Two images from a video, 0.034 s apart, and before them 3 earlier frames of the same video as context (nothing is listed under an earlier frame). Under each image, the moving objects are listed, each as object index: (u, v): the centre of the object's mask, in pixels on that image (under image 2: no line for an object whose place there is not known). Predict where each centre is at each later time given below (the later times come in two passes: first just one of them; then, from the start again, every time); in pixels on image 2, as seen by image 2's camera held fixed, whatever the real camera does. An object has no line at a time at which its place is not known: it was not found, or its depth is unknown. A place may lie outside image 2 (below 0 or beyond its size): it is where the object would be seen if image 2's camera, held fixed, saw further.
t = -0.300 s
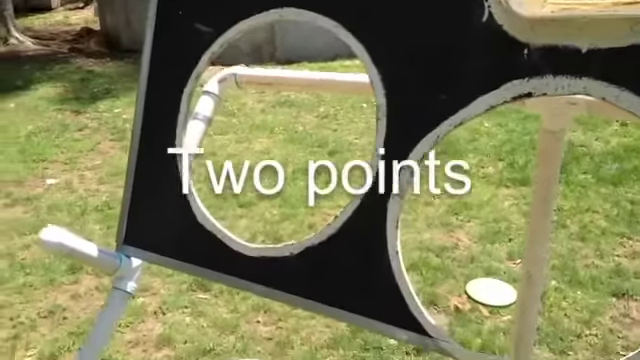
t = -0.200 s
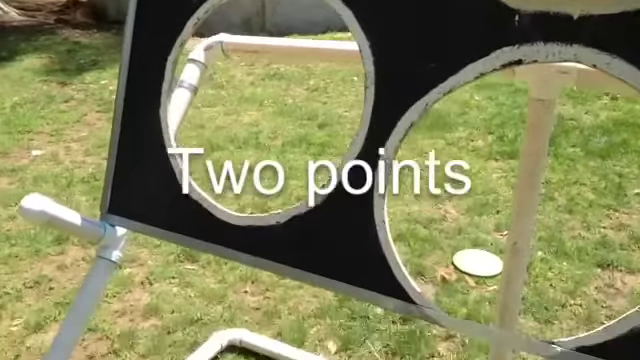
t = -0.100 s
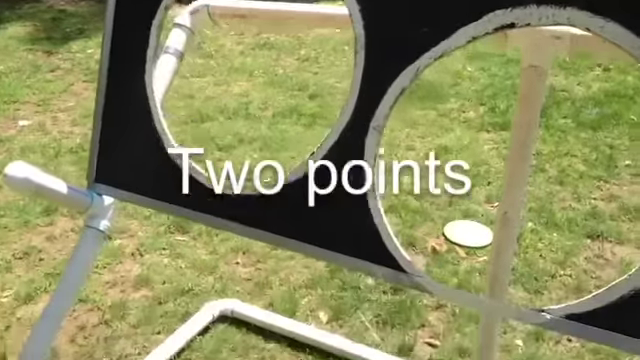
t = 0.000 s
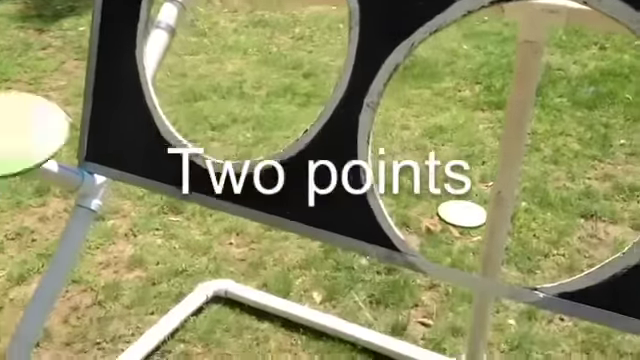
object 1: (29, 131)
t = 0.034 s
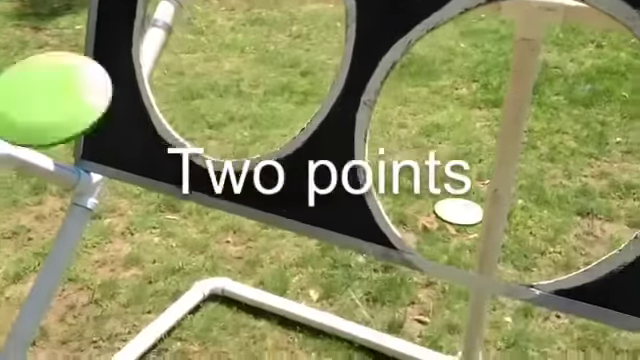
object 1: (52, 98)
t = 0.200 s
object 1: (202, 19)
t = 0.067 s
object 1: (95, 71)
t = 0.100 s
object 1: (134, 49)
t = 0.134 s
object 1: (161, 34)
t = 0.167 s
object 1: (184, 26)
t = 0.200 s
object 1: (202, 19)
